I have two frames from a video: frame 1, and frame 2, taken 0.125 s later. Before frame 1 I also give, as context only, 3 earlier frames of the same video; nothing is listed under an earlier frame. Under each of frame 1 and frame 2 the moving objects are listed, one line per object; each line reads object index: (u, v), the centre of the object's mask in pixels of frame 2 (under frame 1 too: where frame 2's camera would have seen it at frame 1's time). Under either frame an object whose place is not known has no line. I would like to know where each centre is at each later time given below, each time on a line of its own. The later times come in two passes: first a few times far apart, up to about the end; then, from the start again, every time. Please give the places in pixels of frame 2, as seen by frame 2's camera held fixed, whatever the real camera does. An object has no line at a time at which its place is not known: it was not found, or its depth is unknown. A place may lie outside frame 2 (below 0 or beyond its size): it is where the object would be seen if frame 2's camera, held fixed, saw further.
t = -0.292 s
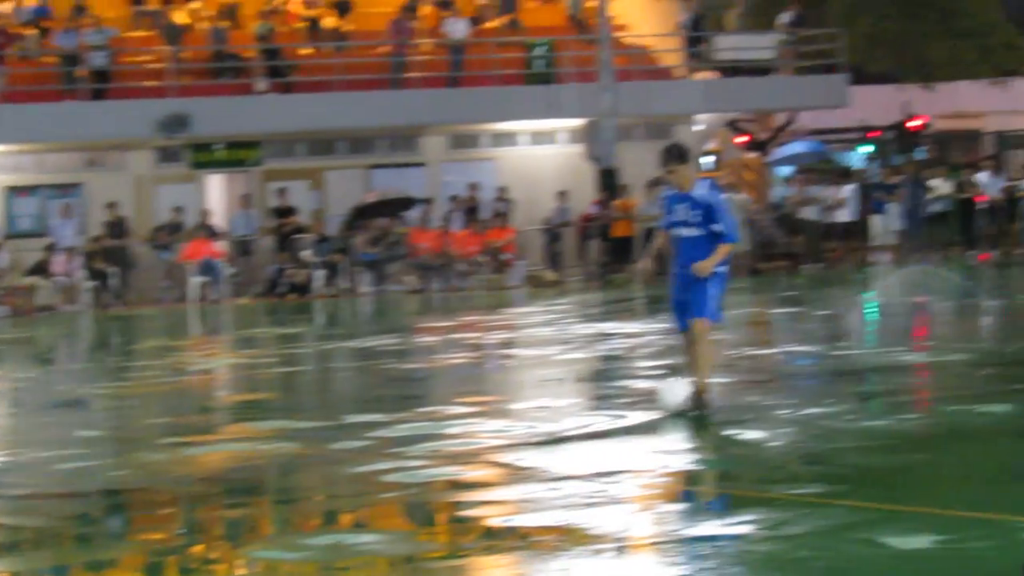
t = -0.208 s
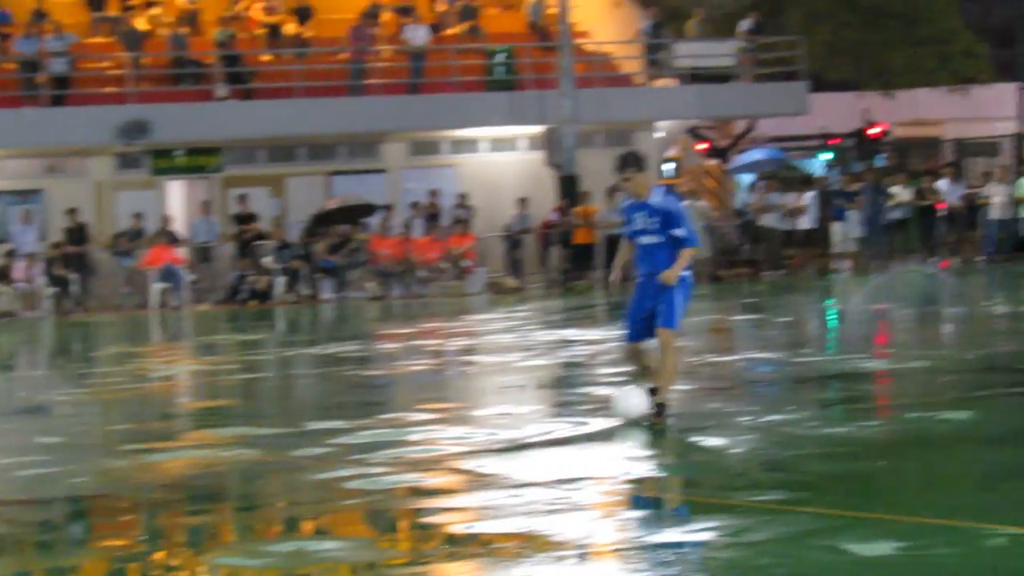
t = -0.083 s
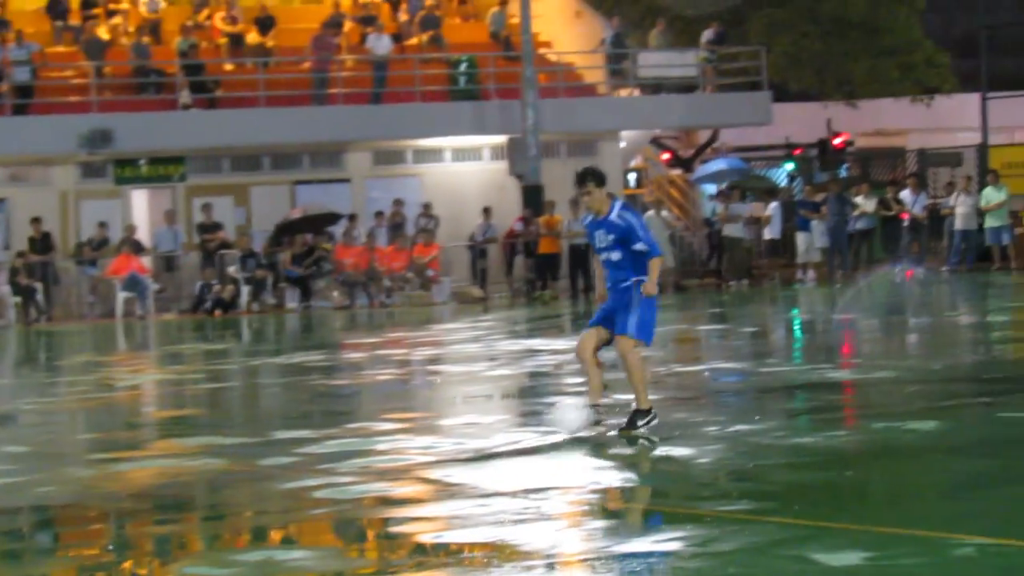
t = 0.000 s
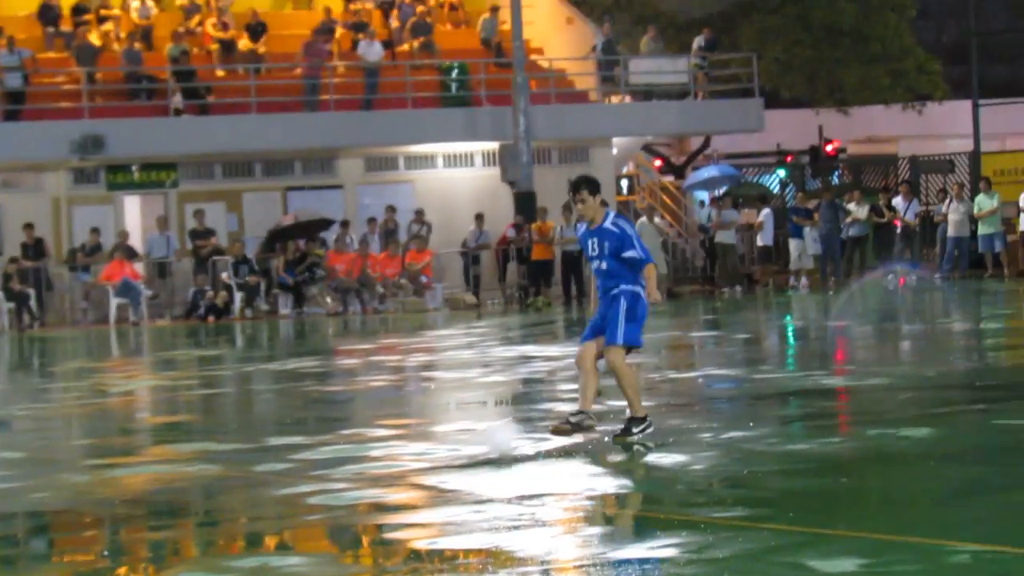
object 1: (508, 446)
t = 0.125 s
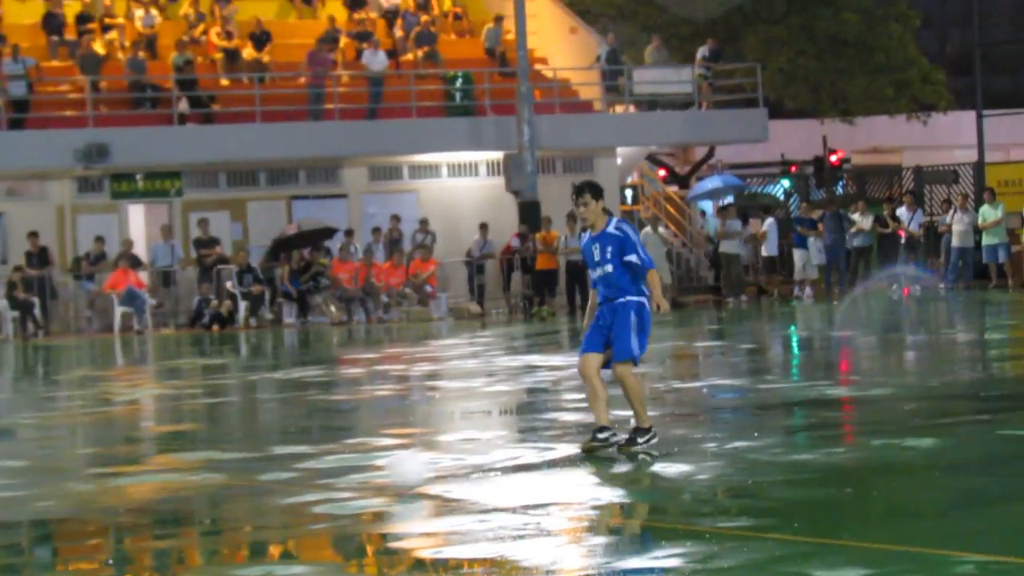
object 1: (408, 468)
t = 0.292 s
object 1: (273, 500)
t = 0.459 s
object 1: (130, 534)
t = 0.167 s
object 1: (374, 477)
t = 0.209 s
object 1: (341, 484)
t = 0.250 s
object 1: (307, 493)
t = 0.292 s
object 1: (273, 500)
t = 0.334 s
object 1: (237, 509)
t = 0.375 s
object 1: (202, 517)
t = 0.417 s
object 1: (166, 526)
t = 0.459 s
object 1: (130, 534)
